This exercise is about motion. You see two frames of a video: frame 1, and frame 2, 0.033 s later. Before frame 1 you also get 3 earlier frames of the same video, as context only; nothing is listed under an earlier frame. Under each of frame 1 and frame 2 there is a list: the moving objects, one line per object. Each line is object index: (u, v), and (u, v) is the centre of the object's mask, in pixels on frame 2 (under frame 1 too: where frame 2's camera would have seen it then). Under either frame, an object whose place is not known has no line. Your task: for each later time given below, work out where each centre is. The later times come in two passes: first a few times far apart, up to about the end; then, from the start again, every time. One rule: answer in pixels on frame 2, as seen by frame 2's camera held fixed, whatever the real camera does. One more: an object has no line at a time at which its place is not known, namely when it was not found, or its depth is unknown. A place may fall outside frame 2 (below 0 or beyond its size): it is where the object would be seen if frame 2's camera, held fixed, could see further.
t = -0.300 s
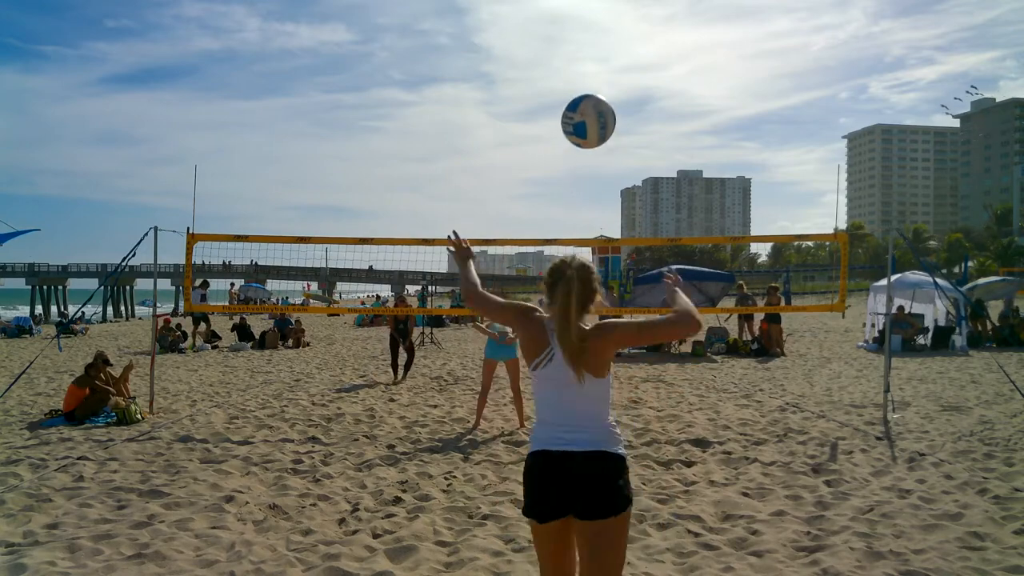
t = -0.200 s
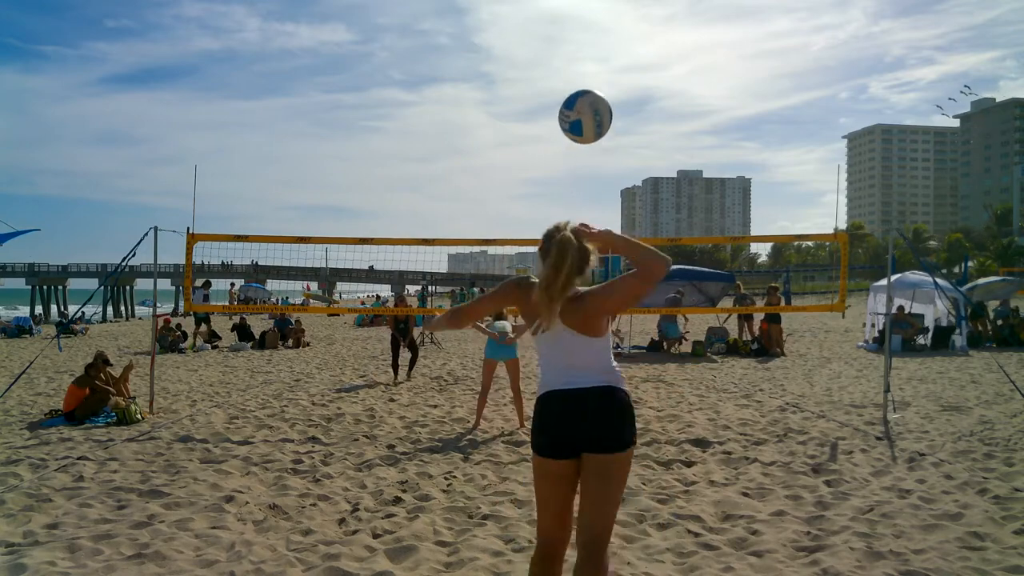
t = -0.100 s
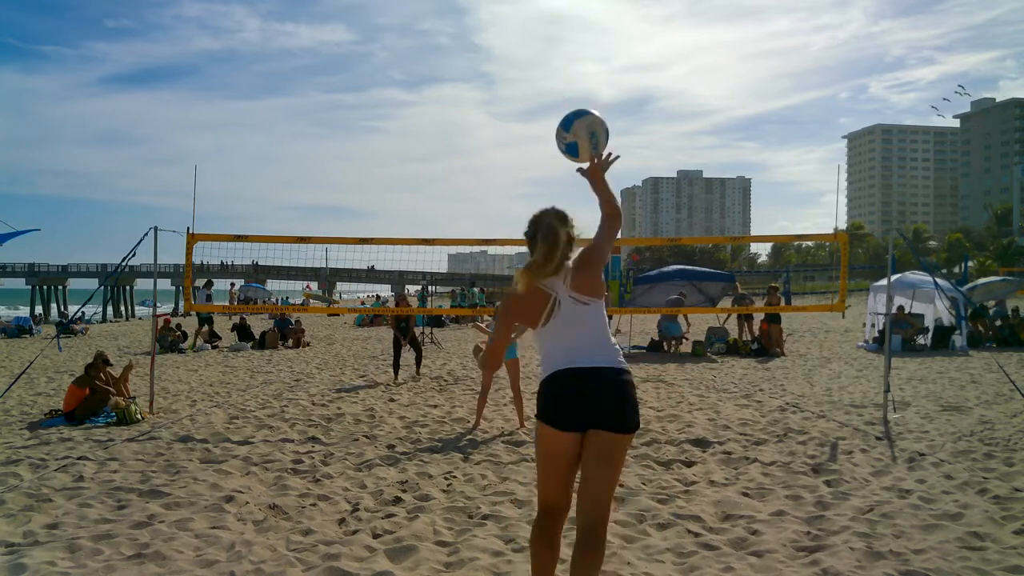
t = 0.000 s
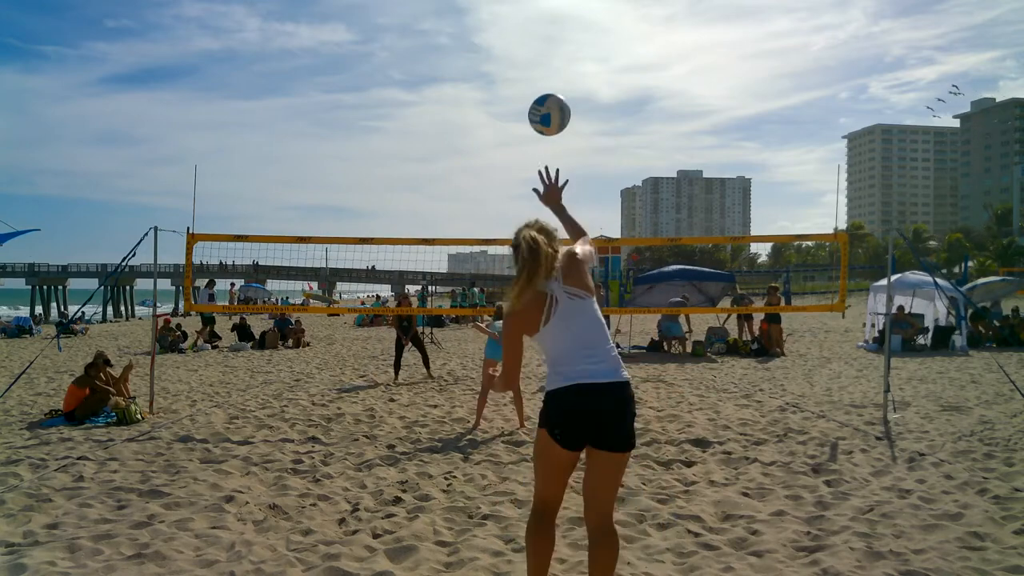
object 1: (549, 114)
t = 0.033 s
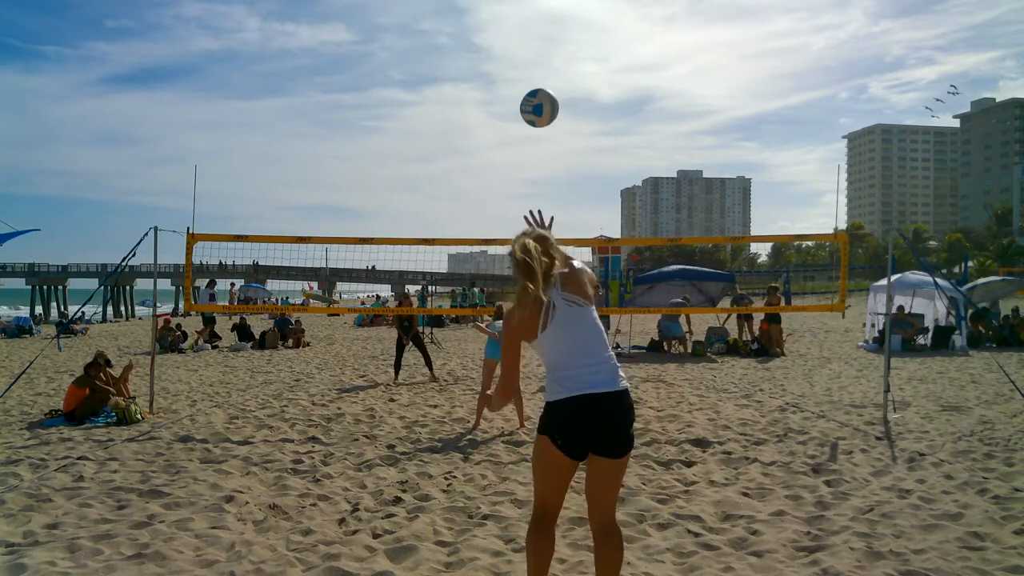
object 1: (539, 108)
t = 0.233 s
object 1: (505, 117)
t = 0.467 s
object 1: (490, 180)
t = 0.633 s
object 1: (486, 234)
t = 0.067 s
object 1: (531, 104)
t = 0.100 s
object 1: (523, 103)
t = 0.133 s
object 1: (517, 104)
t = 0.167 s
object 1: (512, 107)
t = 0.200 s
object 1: (508, 111)
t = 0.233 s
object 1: (505, 117)
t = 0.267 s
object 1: (501, 124)
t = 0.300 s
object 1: (499, 132)
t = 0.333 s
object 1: (497, 140)
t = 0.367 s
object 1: (495, 150)
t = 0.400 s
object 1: (493, 159)
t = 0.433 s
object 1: (492, 169)
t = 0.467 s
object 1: (490, 180)
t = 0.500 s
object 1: (490, 190)
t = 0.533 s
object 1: (489, 201)
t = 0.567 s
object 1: (488, 213)
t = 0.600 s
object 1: (486, 224)
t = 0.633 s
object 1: (486, 234)
